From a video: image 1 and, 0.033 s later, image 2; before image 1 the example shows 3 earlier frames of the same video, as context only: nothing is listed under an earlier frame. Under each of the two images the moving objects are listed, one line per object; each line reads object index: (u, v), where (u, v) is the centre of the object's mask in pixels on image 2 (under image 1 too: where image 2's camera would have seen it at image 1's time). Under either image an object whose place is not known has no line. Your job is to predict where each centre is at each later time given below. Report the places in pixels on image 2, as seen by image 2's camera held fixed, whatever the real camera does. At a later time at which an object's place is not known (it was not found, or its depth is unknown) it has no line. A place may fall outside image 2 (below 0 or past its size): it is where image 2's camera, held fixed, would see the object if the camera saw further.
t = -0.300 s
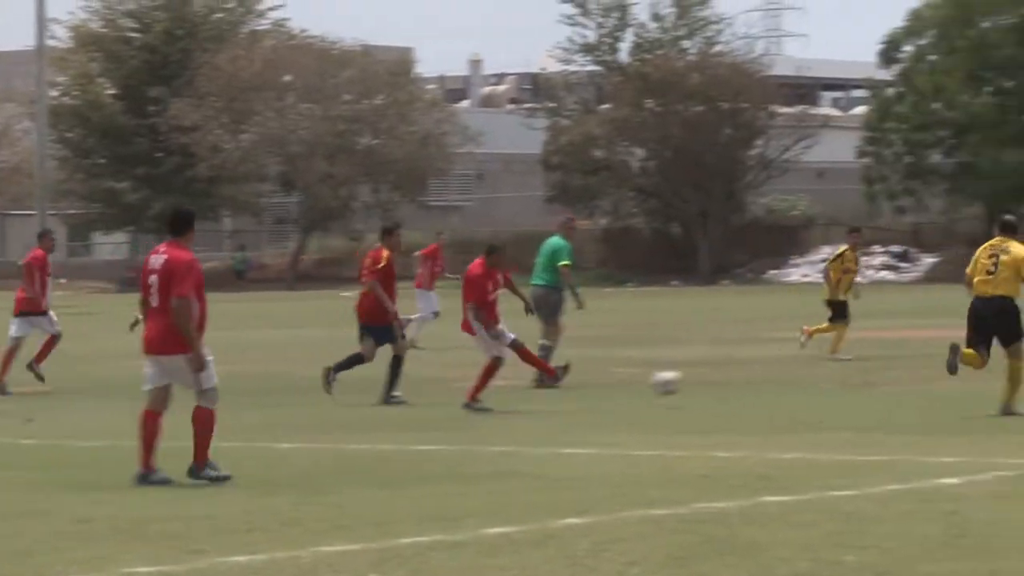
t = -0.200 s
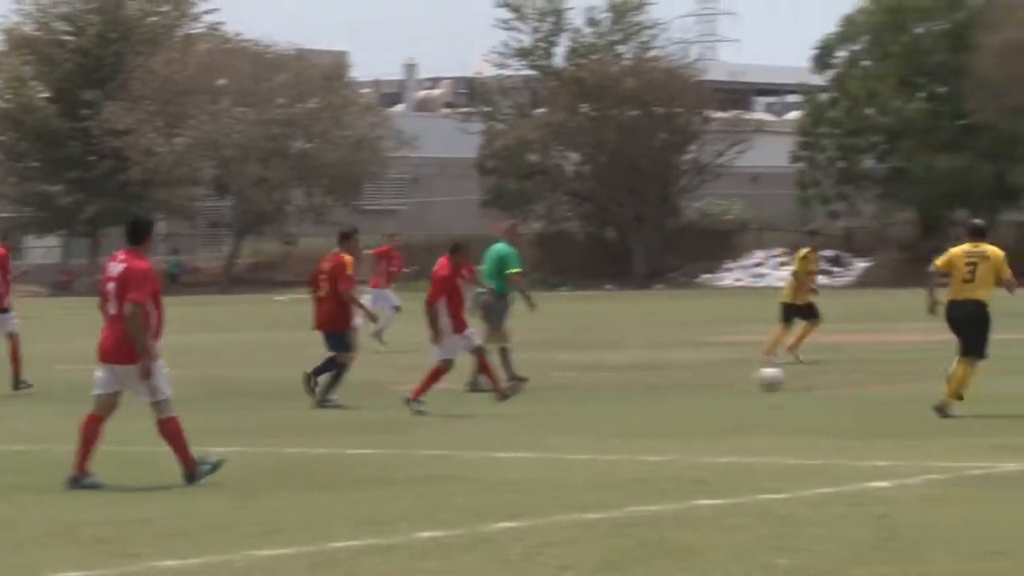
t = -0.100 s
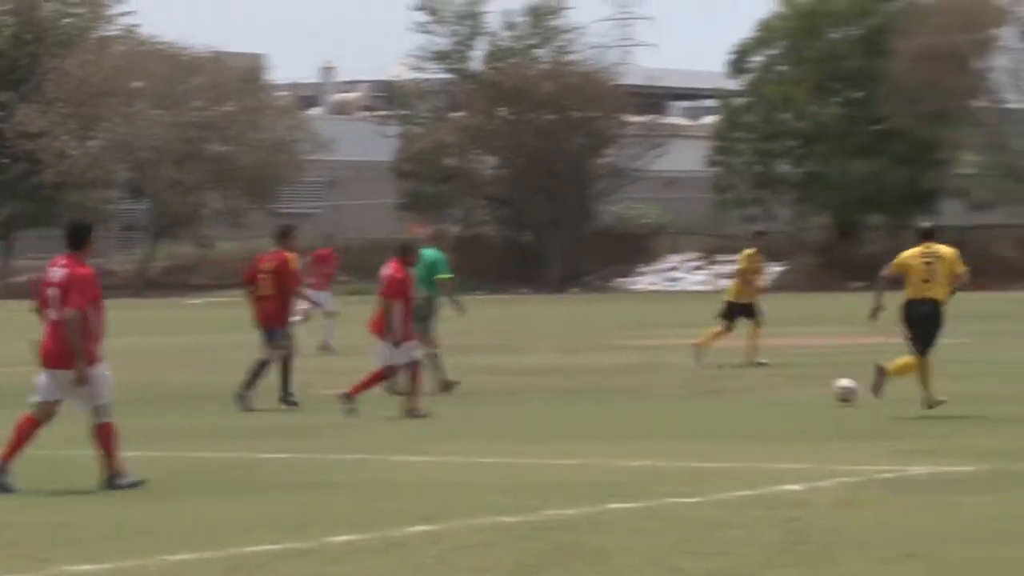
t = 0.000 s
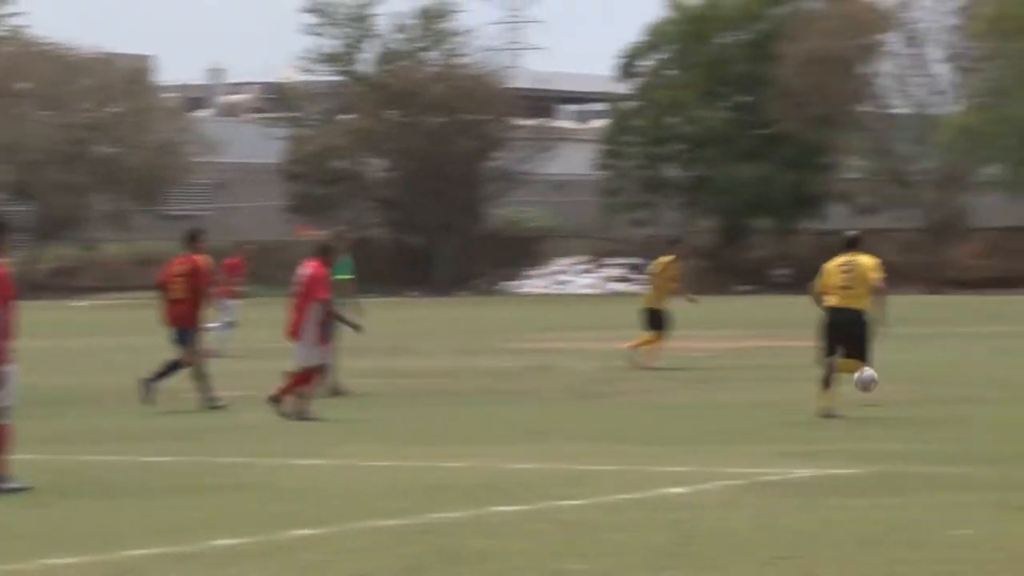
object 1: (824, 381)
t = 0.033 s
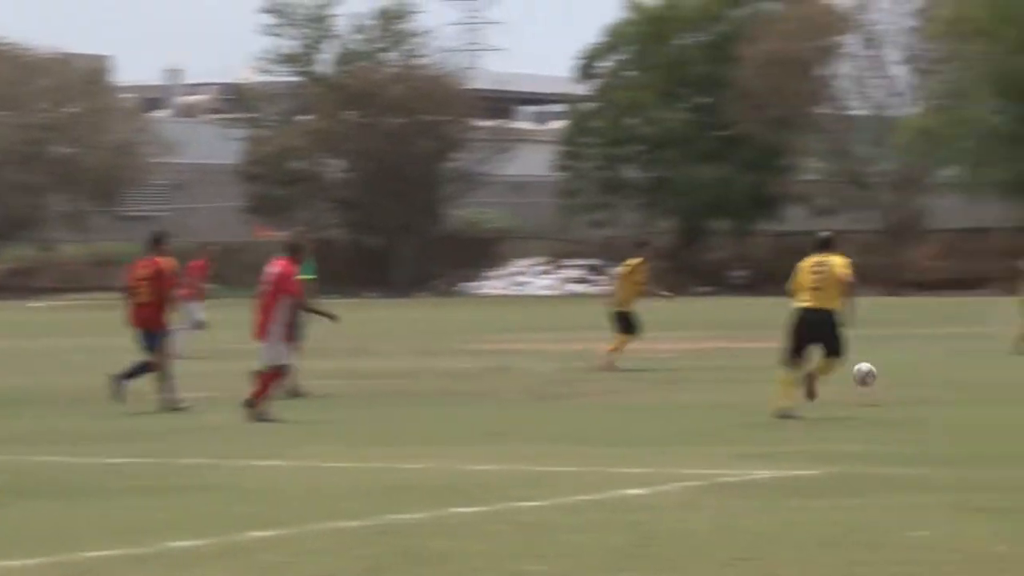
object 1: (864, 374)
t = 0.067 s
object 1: (906, 369)
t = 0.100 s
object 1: (948, 366)
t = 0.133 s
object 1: (989, 364)
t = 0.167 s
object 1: (1030, 364)
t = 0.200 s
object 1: (1070, 365)
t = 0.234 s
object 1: (1110, 368)
